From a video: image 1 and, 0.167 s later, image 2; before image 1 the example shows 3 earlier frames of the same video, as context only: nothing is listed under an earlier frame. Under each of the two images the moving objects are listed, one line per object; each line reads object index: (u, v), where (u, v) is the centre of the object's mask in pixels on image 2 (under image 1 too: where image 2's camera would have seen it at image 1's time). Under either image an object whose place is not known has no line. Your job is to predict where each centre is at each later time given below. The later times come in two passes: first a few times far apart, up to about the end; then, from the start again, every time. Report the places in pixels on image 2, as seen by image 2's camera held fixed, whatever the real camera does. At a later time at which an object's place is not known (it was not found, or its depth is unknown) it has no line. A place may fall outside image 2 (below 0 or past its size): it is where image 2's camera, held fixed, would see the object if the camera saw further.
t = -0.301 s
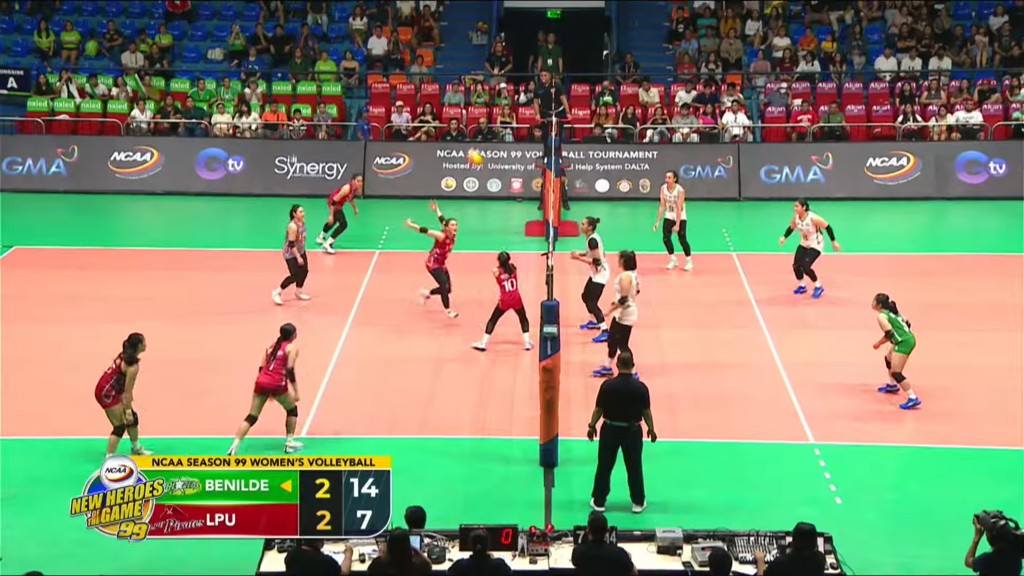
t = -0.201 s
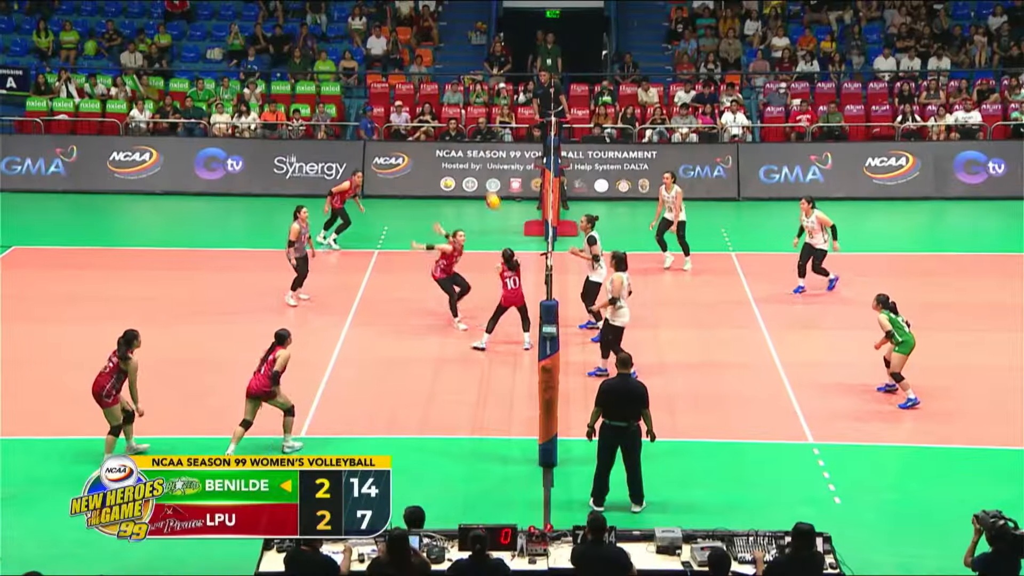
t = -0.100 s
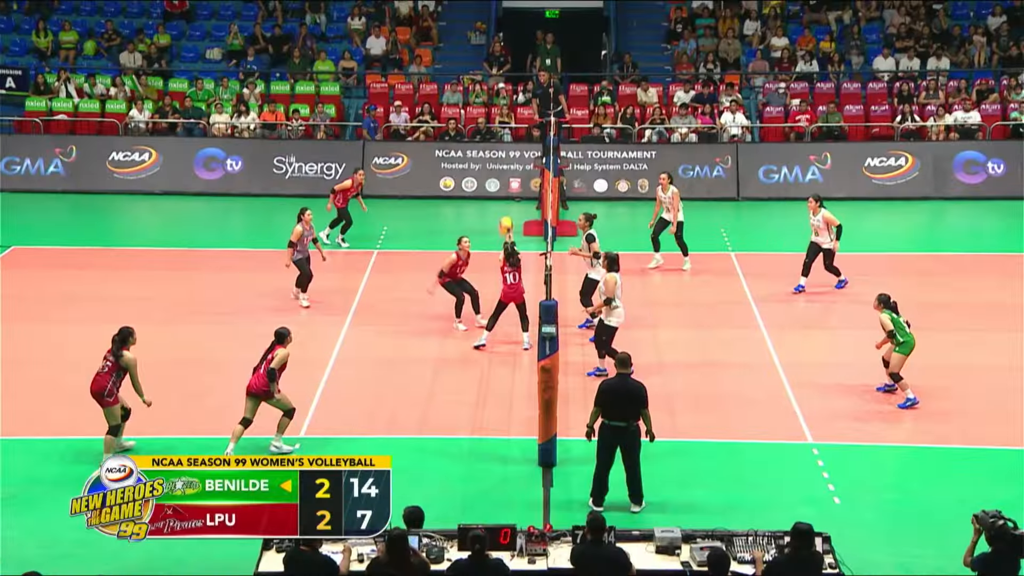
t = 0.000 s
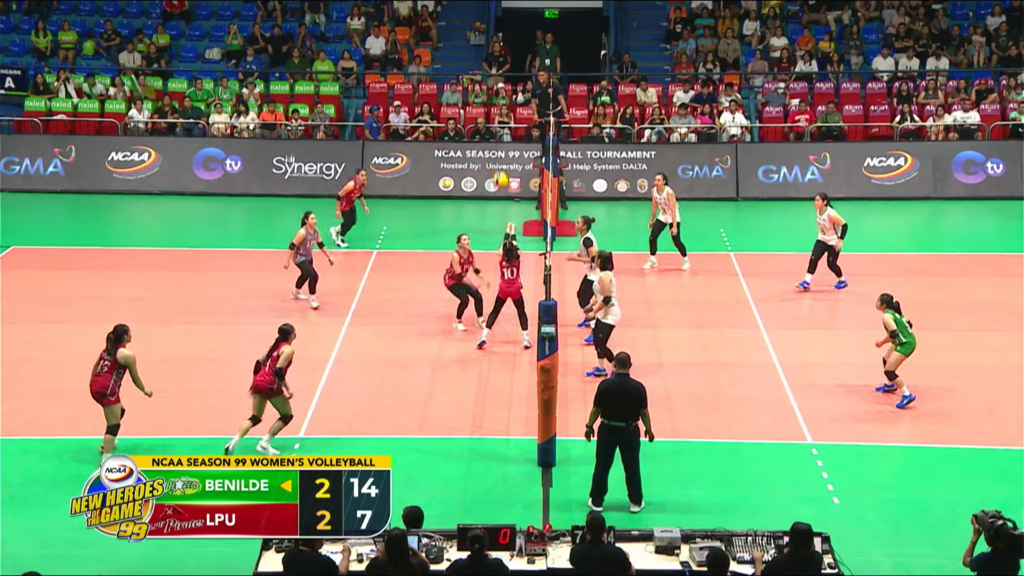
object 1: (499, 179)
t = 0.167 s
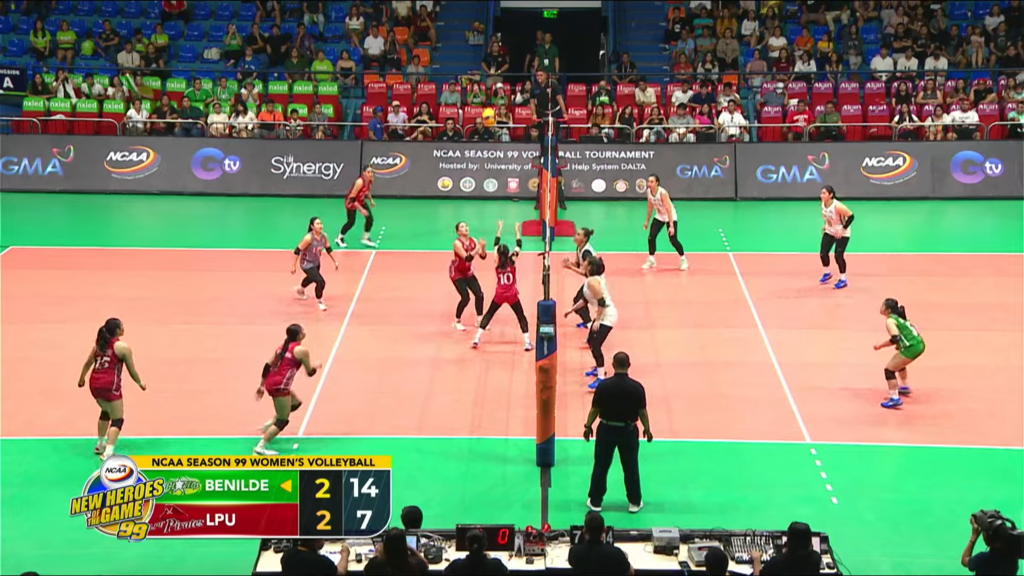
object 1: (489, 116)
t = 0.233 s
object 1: (485, 96)
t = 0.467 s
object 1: (468, 51)
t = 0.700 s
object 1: (451, 46)
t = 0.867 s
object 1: (440, 72)
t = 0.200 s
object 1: (486, 104)
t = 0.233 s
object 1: (485, 96)
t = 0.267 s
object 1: (482, 87)
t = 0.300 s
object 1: (479, 79)
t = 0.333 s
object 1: (477, 72)
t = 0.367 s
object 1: (475, 65)
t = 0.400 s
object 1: (473, 60)
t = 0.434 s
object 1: (470, 54)
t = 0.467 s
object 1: (468, 51)
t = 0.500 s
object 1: (466, 47)
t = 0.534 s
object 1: (463, 45)
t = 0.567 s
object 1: (461, 44)
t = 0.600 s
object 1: (458, 43)
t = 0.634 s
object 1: (456, 43)
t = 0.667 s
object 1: (454, 45)
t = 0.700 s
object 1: (451, 46)
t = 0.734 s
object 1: (449, 50)
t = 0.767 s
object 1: (447, 54)
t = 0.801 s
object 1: (444, 59)
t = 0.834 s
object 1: (442, 65)
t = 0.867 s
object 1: (440, 72)
